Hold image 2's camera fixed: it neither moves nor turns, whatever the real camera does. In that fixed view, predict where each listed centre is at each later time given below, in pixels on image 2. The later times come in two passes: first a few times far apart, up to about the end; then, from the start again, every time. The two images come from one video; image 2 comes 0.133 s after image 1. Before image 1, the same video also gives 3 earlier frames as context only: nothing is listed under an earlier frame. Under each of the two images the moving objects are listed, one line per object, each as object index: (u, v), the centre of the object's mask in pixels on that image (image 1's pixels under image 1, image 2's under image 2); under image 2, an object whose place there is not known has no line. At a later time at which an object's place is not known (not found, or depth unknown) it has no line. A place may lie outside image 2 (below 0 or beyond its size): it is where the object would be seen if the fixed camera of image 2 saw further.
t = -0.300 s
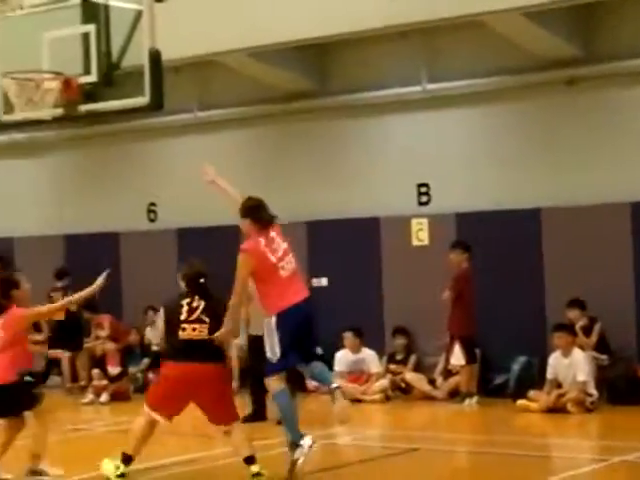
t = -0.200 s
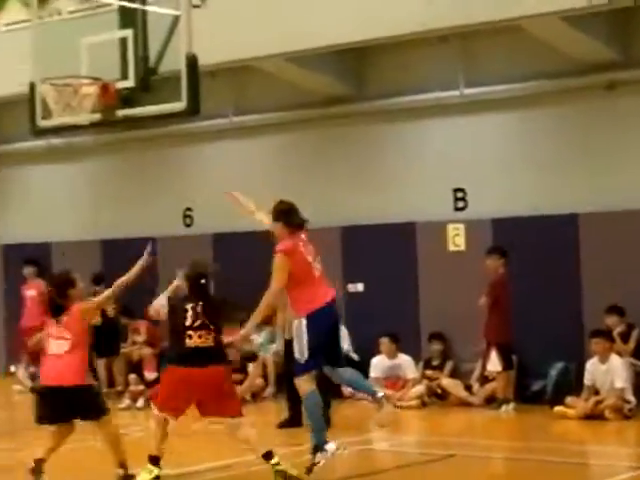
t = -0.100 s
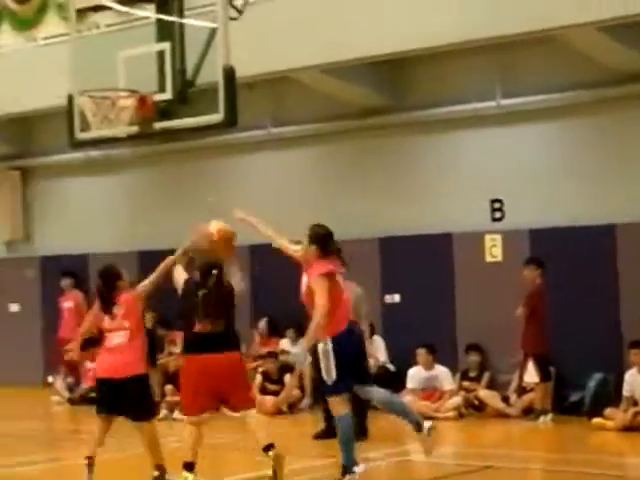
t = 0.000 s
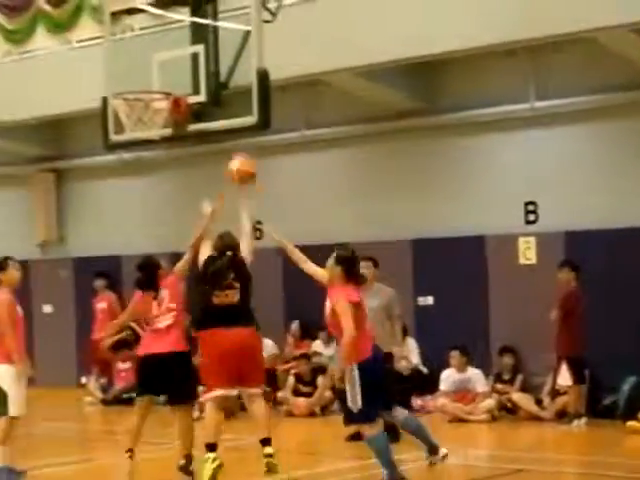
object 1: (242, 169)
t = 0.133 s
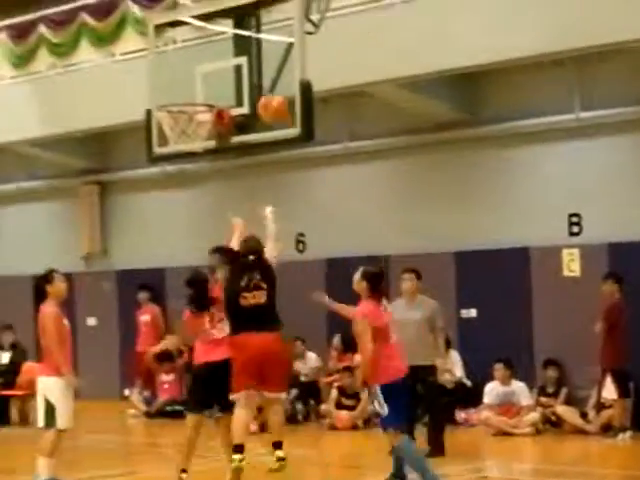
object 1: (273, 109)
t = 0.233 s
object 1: (261, 68)
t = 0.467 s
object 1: (202, 64)
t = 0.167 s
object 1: (265, 92)
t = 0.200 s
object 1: (264, 81)
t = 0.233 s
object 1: (261, 68)
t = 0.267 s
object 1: (253, 63)
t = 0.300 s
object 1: (245, 60)
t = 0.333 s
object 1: (236, 58)
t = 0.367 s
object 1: (228, 59)
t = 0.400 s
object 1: (218, 58)
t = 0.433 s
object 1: (210, 61)
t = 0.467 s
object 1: (202, 64)
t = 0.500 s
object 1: (193, 68)
